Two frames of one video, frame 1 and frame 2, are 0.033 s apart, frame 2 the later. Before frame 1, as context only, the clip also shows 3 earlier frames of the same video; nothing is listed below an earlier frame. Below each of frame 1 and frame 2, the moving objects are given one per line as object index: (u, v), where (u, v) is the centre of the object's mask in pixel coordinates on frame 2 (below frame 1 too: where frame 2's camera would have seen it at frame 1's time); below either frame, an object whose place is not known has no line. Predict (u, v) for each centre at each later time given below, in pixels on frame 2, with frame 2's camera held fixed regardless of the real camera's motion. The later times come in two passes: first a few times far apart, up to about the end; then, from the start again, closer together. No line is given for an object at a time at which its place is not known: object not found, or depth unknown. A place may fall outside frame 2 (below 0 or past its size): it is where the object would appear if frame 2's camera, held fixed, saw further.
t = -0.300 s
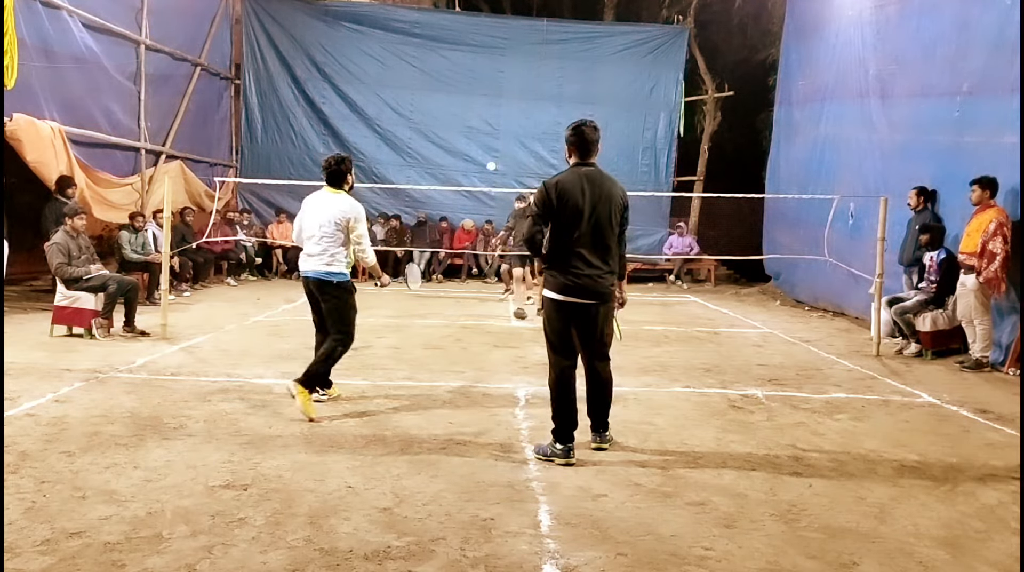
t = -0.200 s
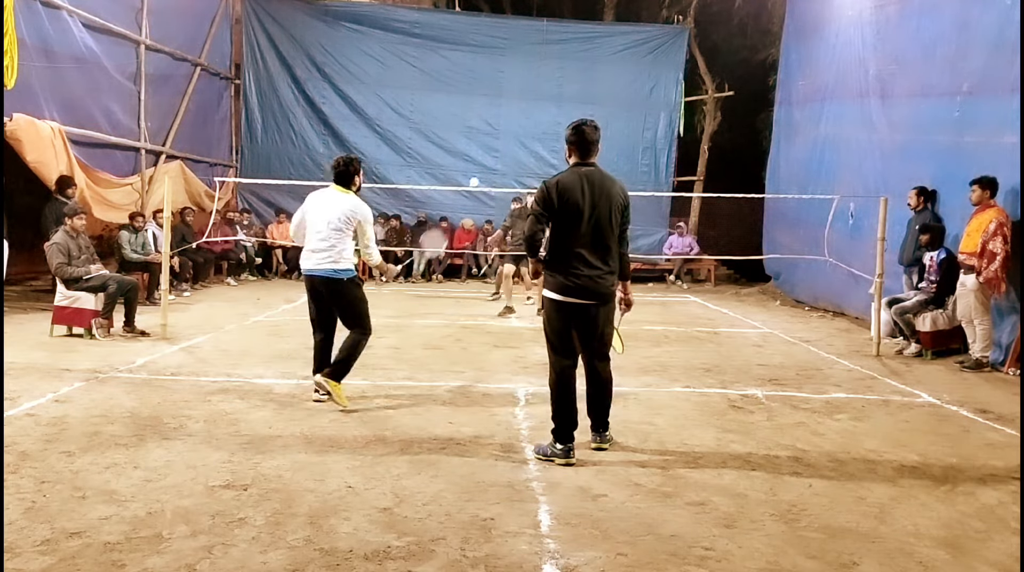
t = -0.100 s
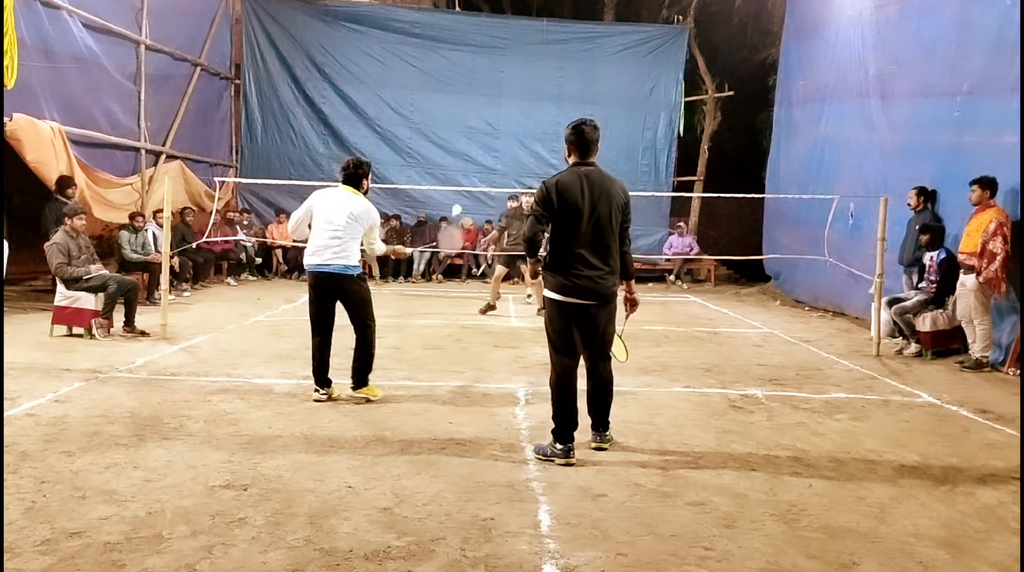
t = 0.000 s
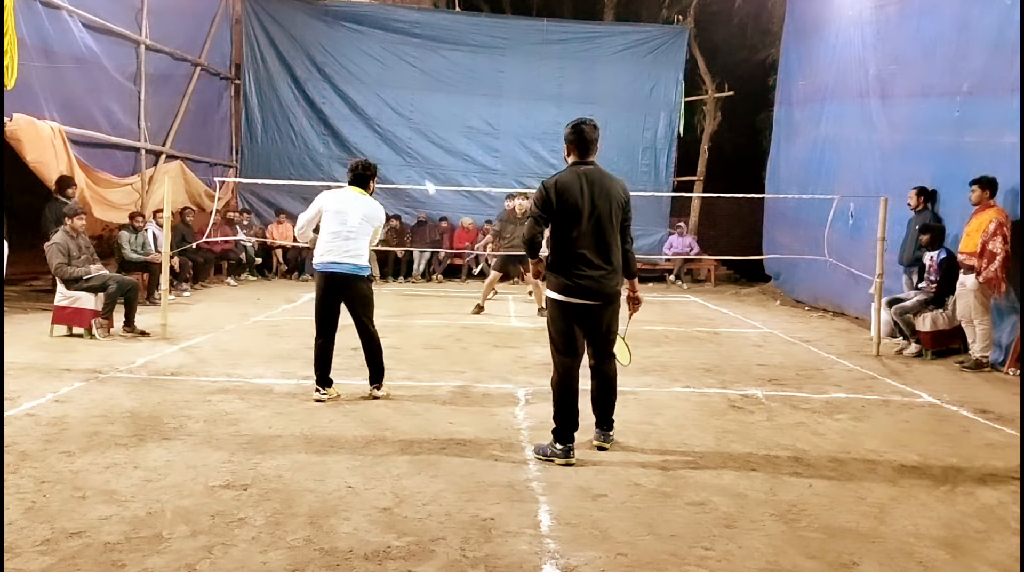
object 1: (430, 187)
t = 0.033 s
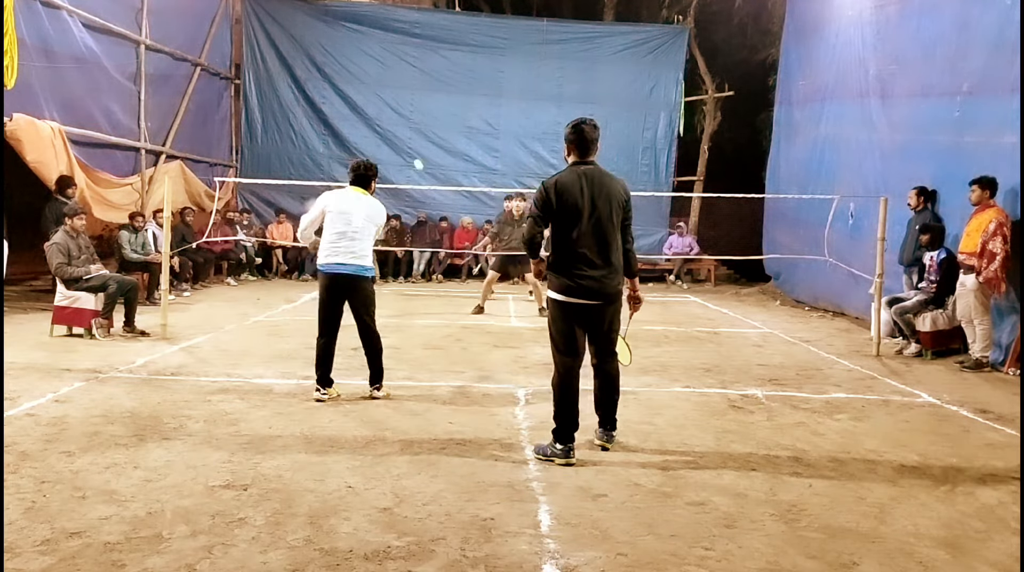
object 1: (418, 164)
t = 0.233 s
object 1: (390, 122)
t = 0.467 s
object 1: (376, 130)
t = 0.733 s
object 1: (367, 171)
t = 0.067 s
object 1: (411, 152)
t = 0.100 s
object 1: (405, 141)
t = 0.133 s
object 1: (400, 133)
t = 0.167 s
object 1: (396, 128)
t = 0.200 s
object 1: (393, 125)
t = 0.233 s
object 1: (390, 122)
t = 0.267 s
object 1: (387, 121)
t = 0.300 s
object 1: (385, 121)
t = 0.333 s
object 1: (383, 121)
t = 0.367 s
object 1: (380, 123)
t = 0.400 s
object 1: (379, 125)
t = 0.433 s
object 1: (377, 127)
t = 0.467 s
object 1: (376, 130)
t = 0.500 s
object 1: (375, 133)
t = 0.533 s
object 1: (374, 138)
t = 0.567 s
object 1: (372, 142)
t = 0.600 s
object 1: (371, 147)
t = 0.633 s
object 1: (370, 152)
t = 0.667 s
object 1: (369, 158)
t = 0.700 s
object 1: (368, 164)
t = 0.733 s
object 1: (367, 171)
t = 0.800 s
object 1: (366, 177)
